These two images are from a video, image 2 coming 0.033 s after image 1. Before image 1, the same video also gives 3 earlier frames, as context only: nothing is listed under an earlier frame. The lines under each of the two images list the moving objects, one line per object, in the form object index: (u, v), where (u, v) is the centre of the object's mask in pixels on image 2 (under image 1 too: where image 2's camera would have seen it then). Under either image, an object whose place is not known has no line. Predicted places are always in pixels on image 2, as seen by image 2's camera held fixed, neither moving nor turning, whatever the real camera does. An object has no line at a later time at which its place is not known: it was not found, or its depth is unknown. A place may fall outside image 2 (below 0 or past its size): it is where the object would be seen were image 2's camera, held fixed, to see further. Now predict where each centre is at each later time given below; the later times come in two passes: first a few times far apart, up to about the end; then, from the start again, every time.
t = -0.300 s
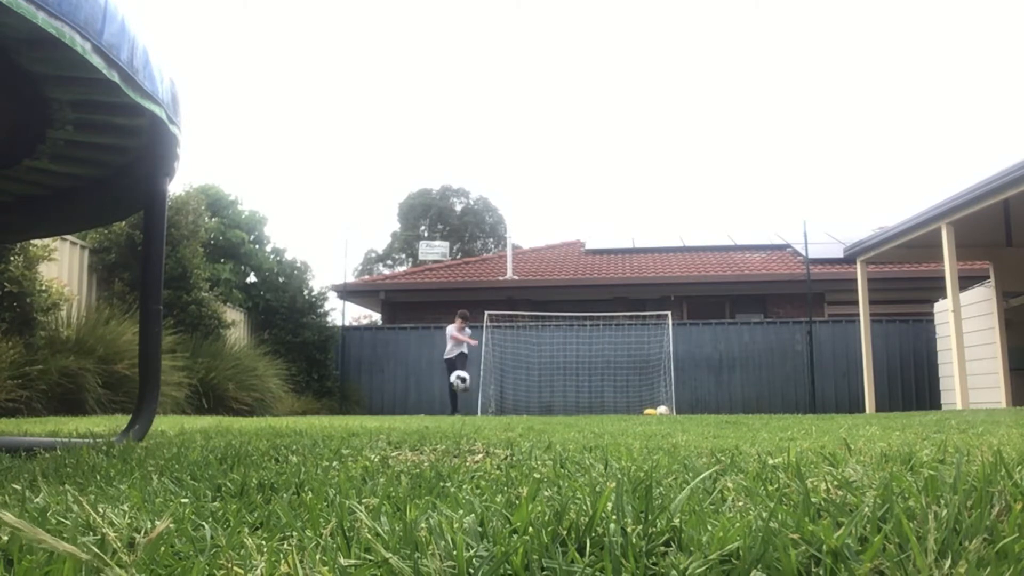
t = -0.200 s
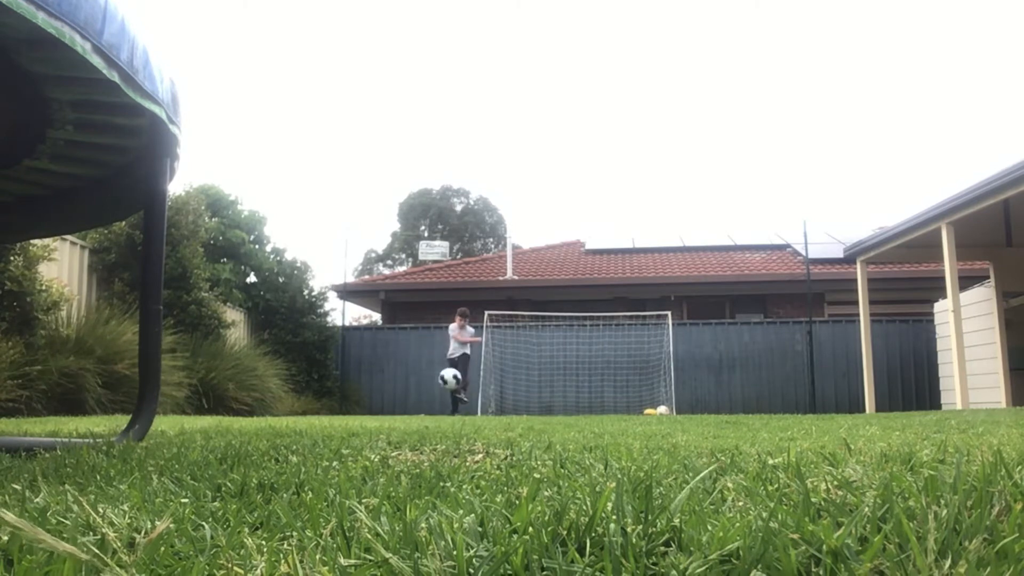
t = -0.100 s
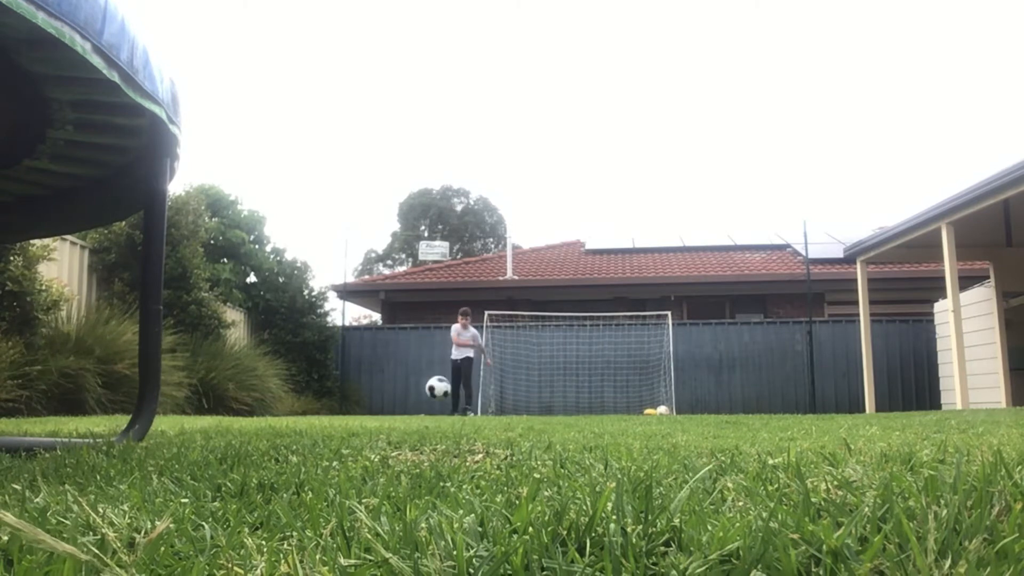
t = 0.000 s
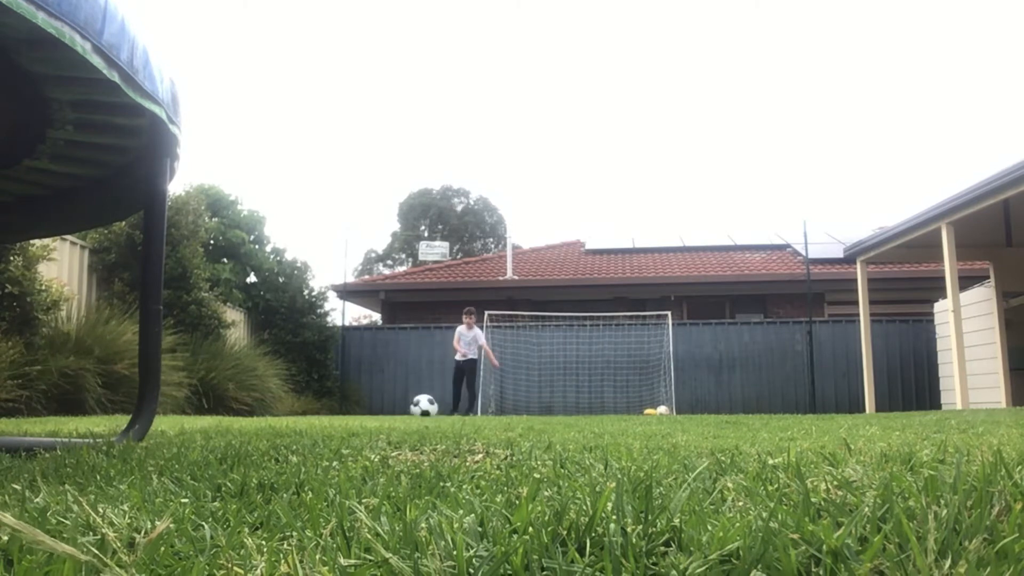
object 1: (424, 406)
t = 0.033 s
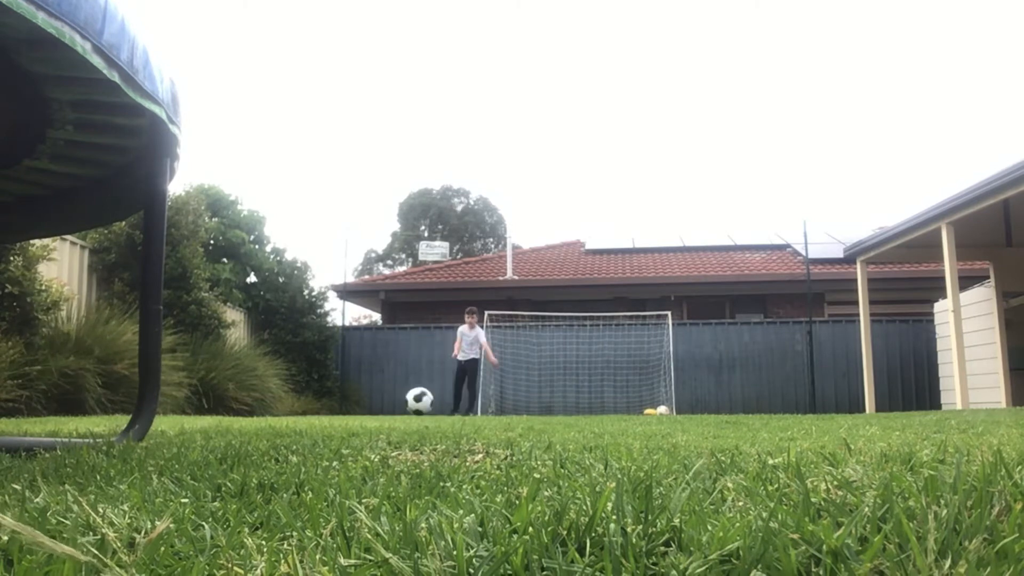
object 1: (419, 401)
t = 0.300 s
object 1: (372, 389)
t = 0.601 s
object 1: (298, 389)
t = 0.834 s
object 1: (216, 401)
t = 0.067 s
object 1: (414, 395)
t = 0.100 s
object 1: (409, 390)
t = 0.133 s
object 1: (404, 386)
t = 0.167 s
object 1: (398, 383)
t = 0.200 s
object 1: (392, 383)
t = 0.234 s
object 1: (386, 383)
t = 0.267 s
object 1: (379, 385)
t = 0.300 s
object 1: (372, 389)
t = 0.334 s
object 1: (365, 394)
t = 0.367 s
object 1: (357, 402)
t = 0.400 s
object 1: (349, 399)
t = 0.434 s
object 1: (342, 393)
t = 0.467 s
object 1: (334, 388)
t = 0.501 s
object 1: (325, 386)
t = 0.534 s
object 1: (317, 385)
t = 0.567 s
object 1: (308, 387)
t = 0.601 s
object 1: (298, 389)
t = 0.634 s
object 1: (288, 394)
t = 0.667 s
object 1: (278, 401)
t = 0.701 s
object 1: (267, 400)
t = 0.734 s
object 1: (255, 398)
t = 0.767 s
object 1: (243, 398)
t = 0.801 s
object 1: (230, 399)
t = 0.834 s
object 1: (216, 401)
